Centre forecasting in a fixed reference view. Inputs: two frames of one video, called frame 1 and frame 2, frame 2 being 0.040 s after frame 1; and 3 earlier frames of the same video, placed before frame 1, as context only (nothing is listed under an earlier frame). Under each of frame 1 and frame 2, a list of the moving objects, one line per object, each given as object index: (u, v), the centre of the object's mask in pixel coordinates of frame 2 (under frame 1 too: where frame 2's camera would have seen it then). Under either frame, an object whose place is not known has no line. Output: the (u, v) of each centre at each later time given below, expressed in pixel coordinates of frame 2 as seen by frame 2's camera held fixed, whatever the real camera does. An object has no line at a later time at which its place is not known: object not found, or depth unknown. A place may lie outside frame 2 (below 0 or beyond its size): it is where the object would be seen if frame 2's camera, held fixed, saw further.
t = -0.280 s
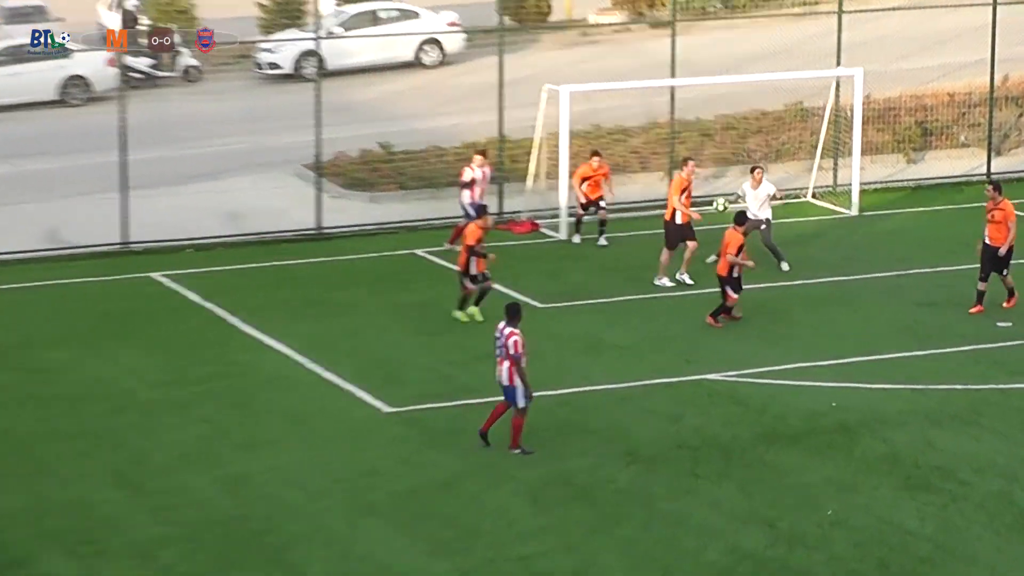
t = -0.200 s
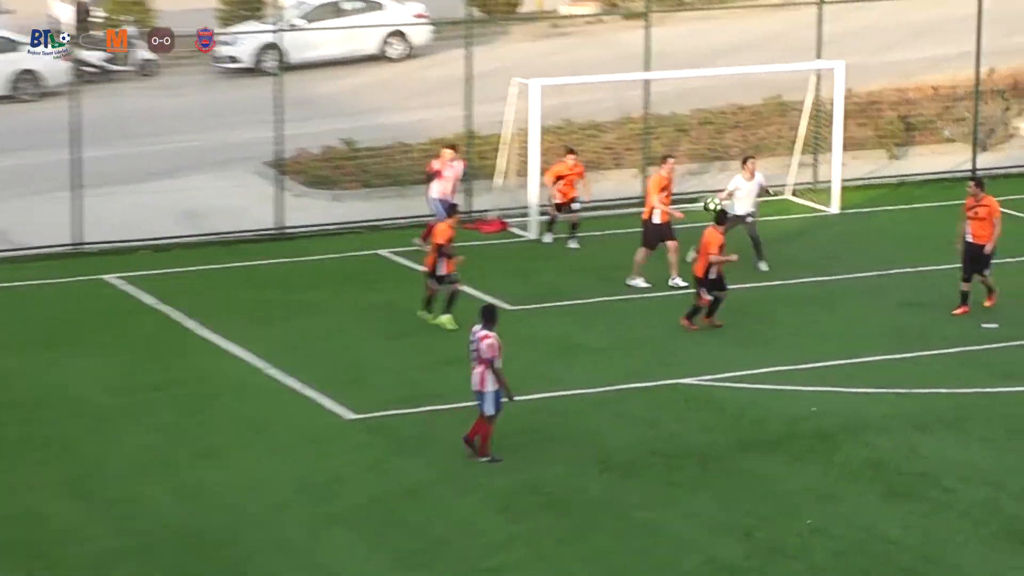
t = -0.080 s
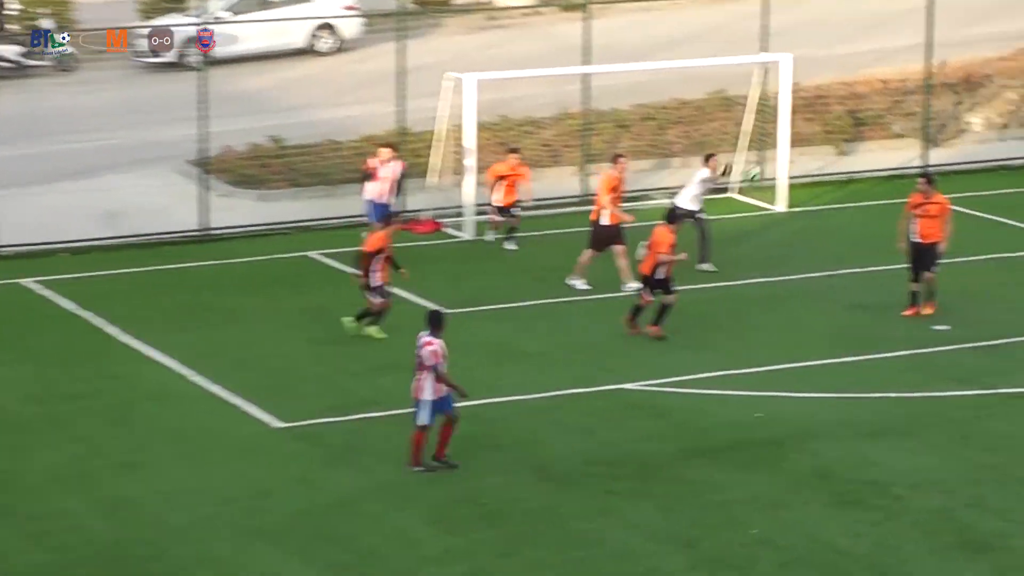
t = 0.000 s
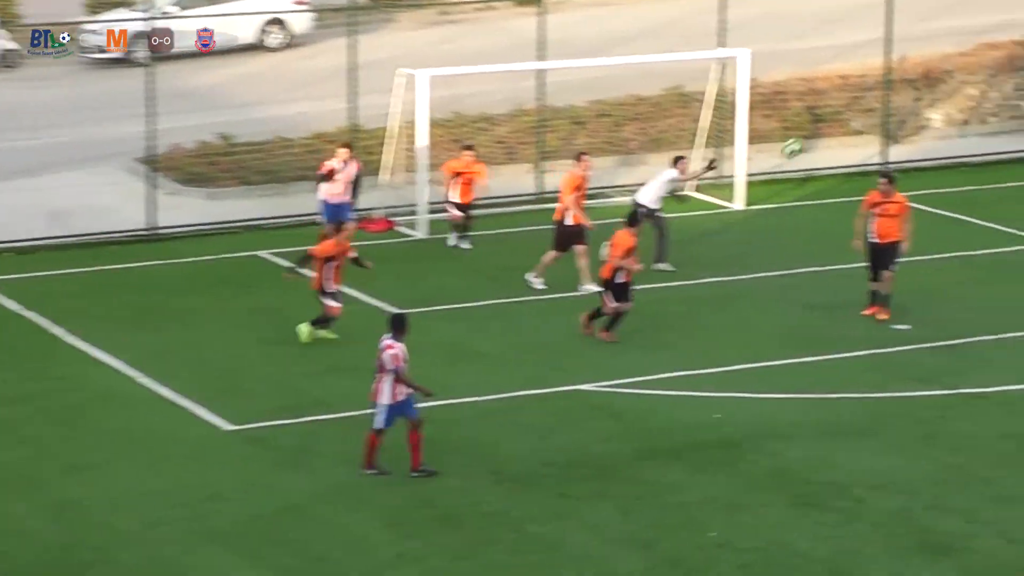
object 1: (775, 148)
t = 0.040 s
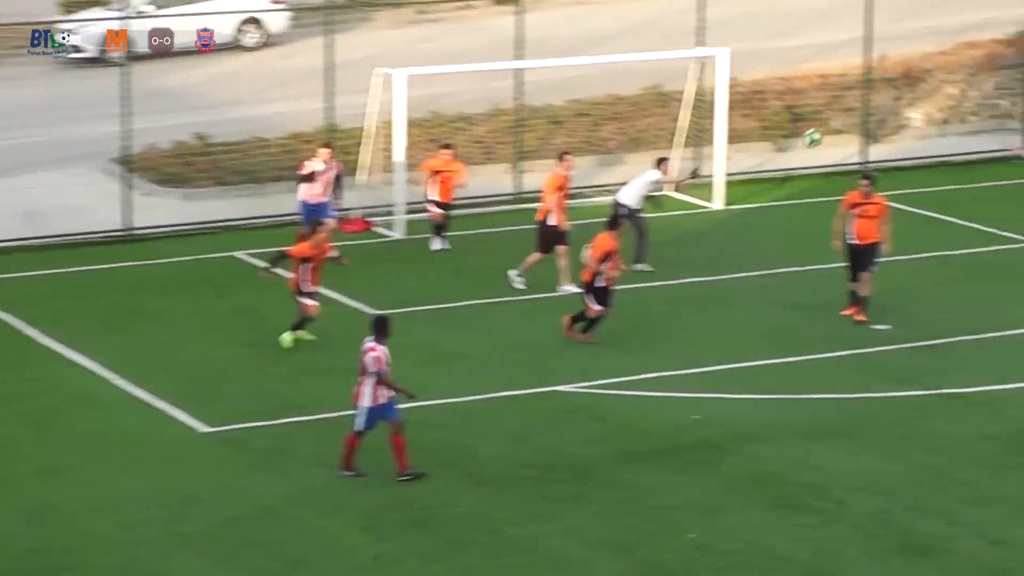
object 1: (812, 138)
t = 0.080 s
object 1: (852, 129)
